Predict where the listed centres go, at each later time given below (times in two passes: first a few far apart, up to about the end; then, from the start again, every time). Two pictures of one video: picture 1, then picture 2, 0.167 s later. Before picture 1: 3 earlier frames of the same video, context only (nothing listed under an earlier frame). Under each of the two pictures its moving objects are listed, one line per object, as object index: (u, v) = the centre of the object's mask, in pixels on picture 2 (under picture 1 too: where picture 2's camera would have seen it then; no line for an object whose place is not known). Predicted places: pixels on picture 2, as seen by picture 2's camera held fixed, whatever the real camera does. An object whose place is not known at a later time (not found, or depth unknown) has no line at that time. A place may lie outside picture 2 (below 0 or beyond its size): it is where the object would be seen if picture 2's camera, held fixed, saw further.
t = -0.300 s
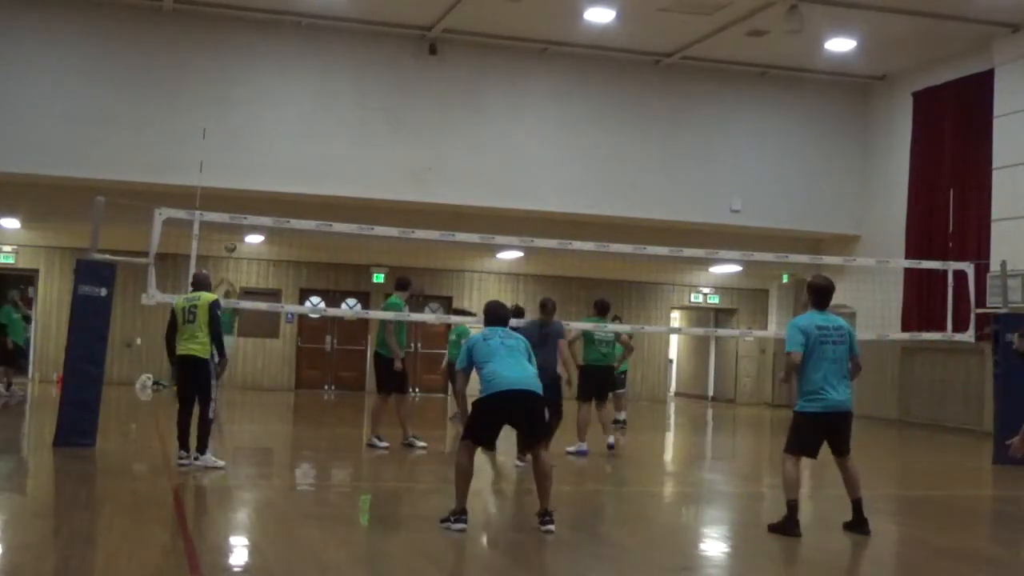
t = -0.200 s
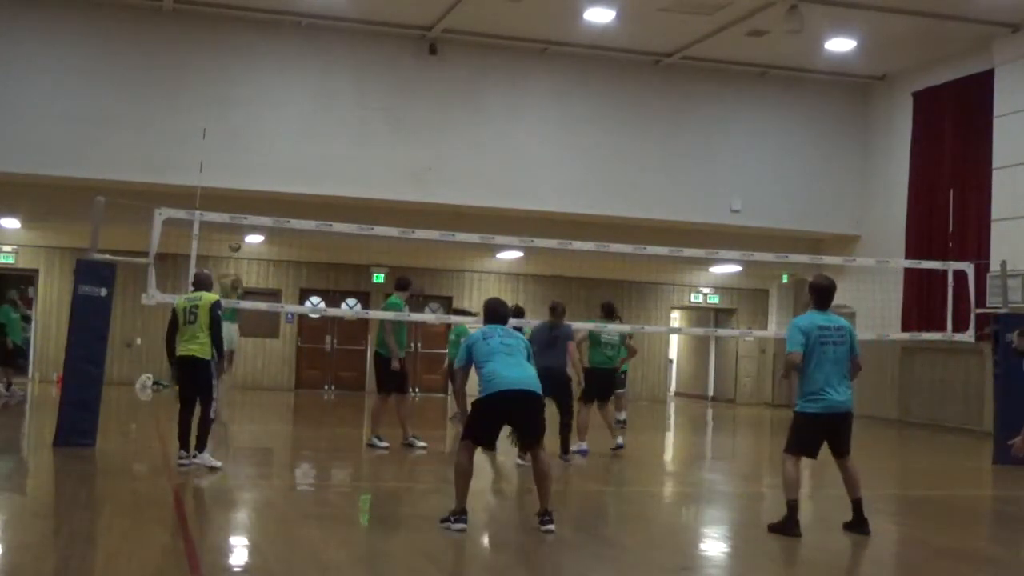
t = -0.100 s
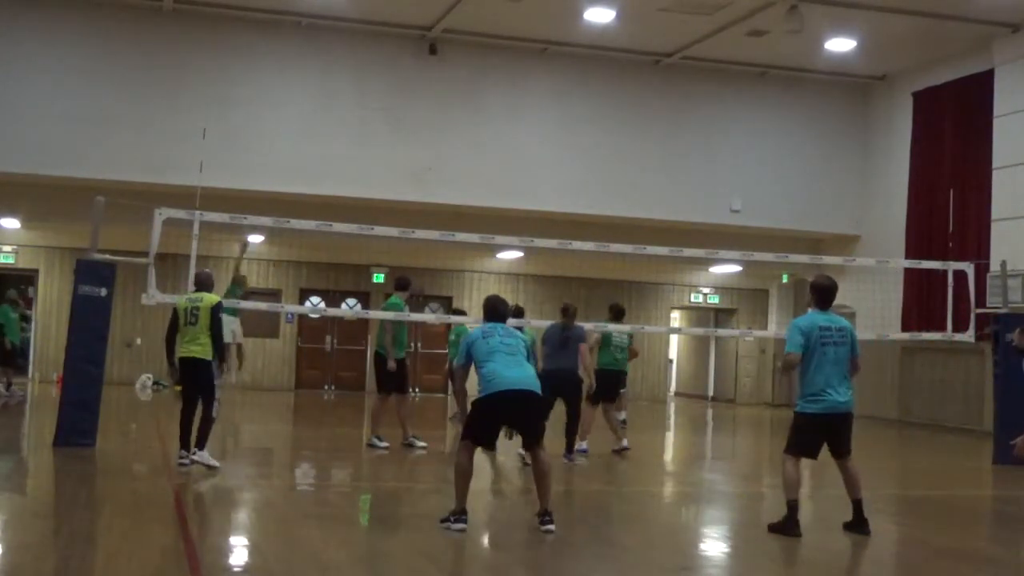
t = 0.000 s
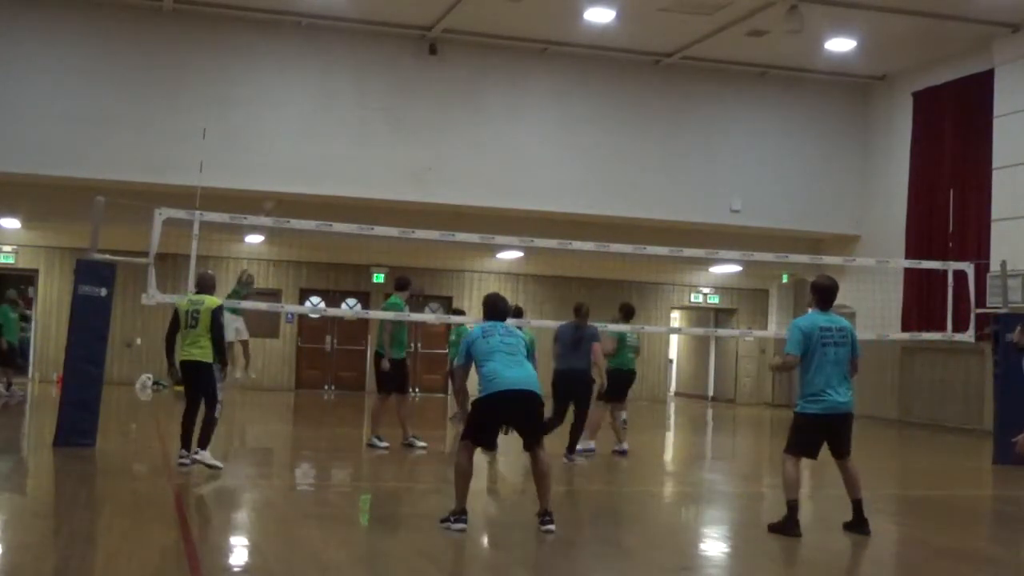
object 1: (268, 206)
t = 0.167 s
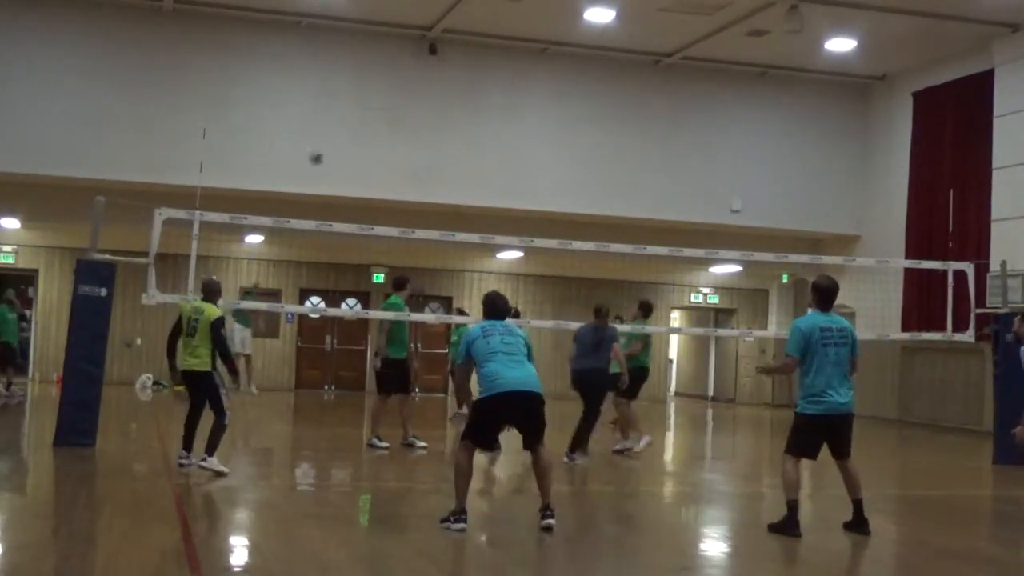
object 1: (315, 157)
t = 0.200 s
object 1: (326, 149)
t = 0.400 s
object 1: (398, 94)
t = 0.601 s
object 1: (491, 61)
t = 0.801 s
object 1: (617, 56)
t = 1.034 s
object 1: (821, 111)
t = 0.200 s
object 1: (326, 149)
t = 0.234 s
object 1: (337, 139)
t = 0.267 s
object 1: (349, 128)
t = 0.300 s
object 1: (359, 121)
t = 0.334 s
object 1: (372, 111)
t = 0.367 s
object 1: (383, 102)
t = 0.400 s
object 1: (398, 94)
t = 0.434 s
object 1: (412, 87)
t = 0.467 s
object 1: (426, 80)
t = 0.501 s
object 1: (441, 75)
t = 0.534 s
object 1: (456, 69)
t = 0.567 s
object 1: (474, 64)
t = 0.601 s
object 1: (491, 61)
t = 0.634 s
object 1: (510, 58)
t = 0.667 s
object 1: (531, 55)
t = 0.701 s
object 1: (550, 54)
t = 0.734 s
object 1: (571, 53)
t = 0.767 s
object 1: (593, 54)
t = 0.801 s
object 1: (617, 56)
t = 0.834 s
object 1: (641, 59)
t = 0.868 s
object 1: (667, 64)
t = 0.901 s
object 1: (693, 69)
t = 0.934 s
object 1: (723, 76)
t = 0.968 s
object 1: (753, 86)
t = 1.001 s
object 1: (784, 96)
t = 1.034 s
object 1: (821, 111)
